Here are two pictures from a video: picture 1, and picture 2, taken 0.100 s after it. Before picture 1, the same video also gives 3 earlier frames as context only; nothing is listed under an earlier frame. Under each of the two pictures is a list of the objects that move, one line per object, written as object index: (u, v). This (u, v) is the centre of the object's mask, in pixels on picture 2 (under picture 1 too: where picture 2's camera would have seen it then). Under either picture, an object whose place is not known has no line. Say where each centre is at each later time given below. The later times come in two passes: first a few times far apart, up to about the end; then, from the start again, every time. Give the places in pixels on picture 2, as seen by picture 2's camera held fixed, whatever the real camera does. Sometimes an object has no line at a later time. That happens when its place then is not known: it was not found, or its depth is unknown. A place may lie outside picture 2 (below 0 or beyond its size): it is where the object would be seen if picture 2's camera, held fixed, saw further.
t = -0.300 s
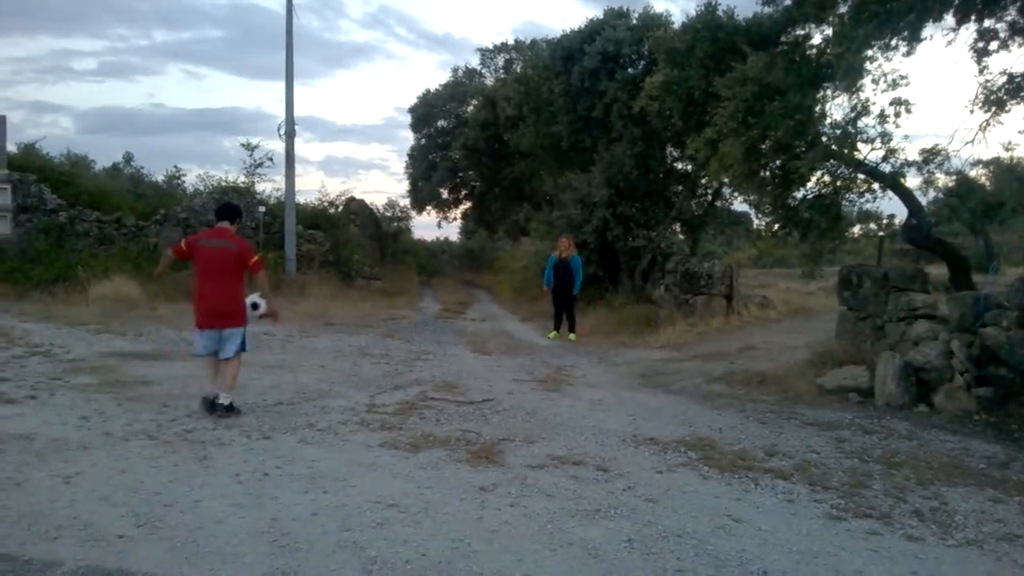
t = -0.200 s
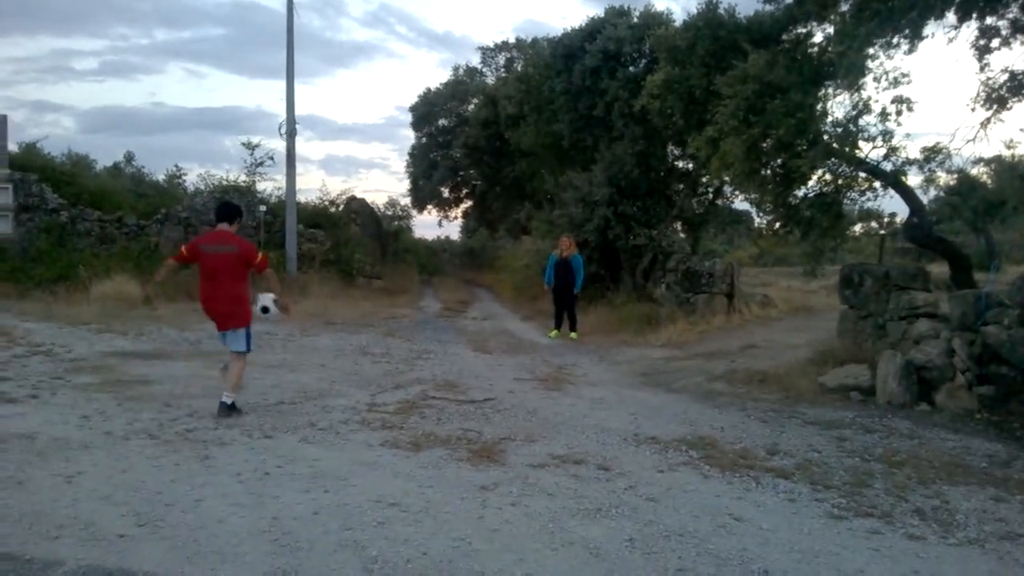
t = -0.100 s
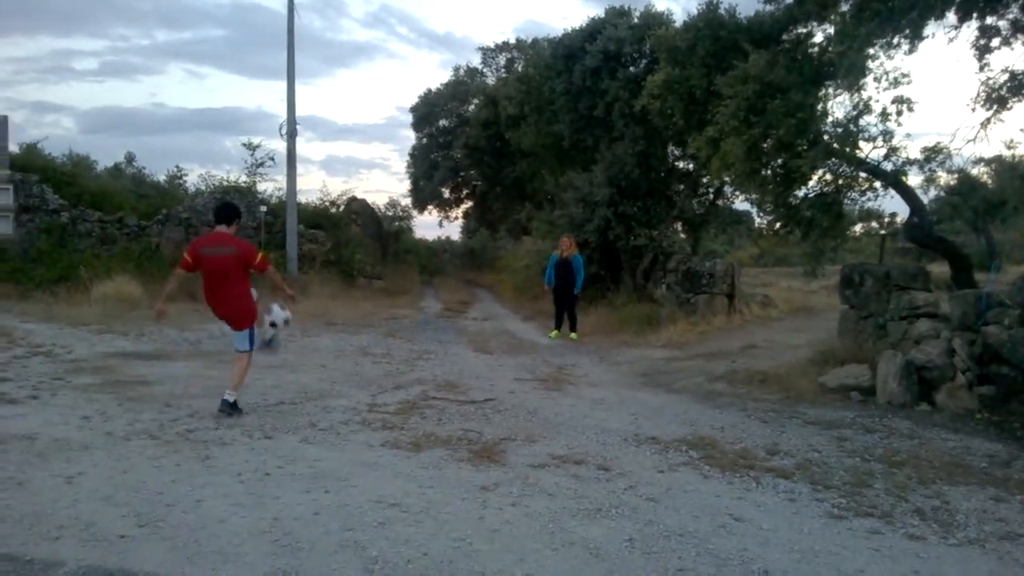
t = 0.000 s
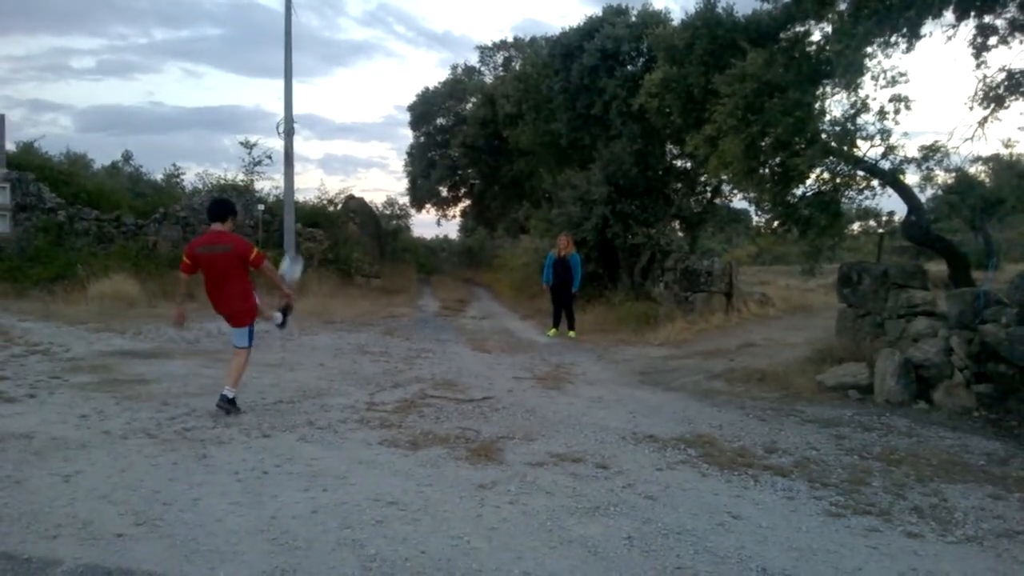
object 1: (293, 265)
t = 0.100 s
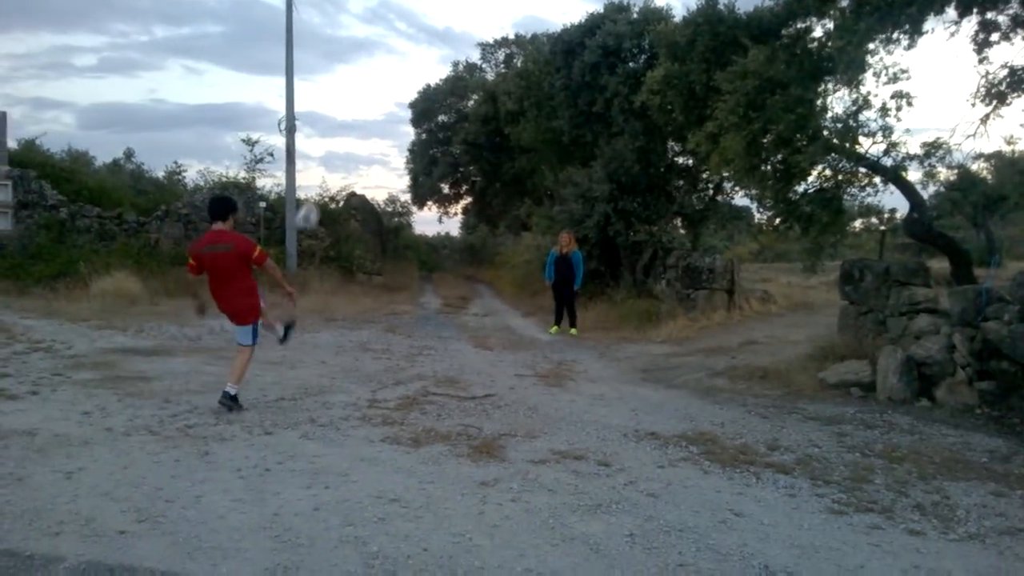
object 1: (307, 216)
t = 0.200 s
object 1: (322, 176)
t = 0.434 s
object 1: (349, 136)
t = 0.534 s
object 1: (359, 135)
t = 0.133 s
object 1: (311, 204)
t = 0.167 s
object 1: (317, 190)
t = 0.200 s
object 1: (322, 176)
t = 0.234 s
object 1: (326, 166)
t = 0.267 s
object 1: (330, 160)
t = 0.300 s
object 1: (334, 153)
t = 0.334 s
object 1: (338, 147)
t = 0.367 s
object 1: (342, 142)
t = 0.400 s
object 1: (345, 138)
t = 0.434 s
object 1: (349, 136)
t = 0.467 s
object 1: (352, 135)
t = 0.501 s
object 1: (356, 134)
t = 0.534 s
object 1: (359, 135)
